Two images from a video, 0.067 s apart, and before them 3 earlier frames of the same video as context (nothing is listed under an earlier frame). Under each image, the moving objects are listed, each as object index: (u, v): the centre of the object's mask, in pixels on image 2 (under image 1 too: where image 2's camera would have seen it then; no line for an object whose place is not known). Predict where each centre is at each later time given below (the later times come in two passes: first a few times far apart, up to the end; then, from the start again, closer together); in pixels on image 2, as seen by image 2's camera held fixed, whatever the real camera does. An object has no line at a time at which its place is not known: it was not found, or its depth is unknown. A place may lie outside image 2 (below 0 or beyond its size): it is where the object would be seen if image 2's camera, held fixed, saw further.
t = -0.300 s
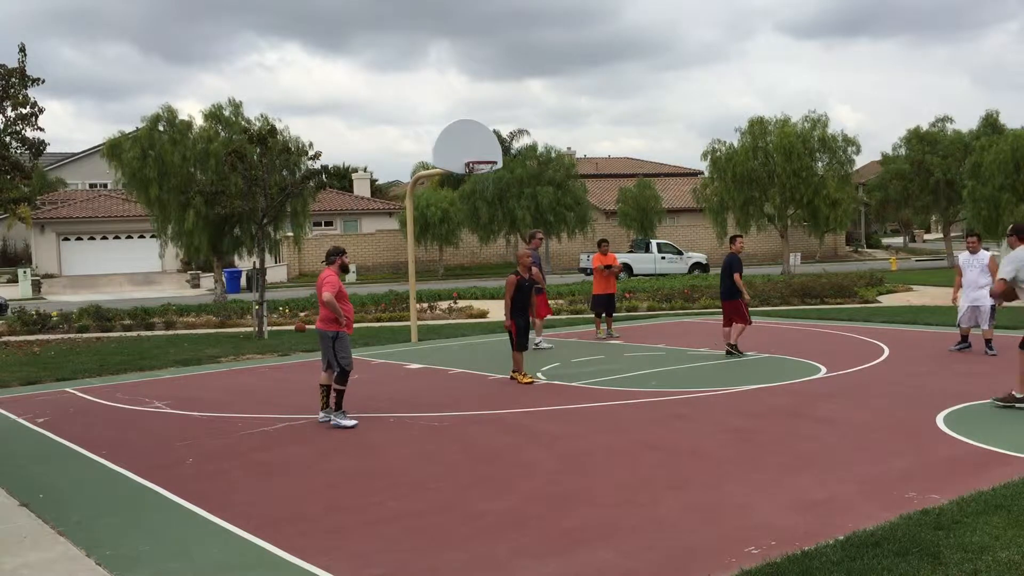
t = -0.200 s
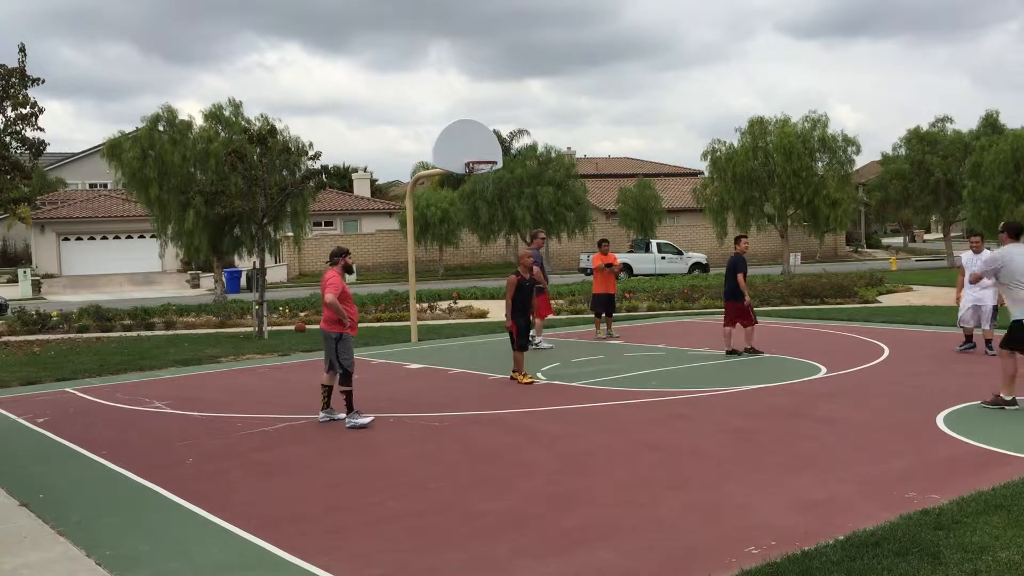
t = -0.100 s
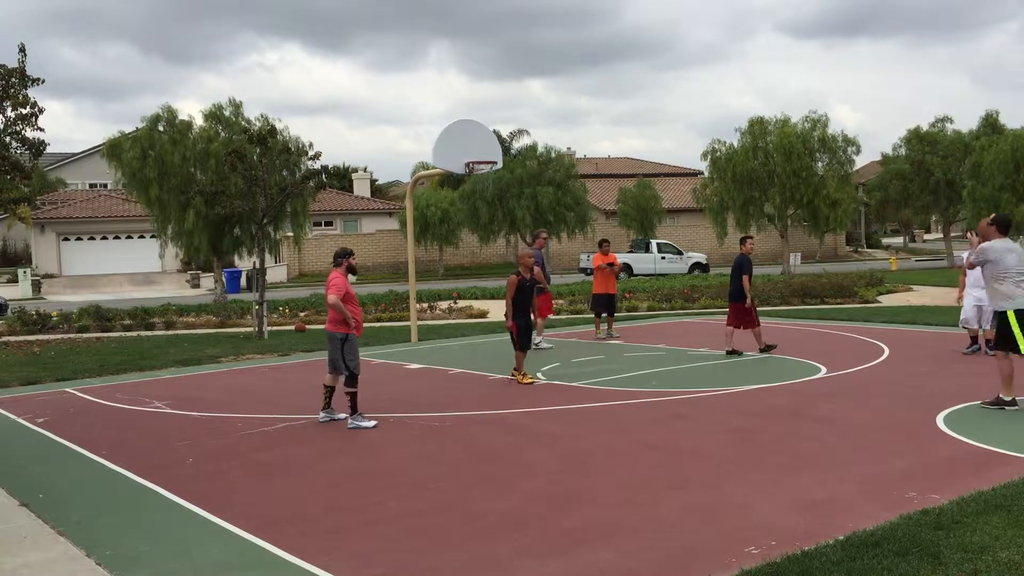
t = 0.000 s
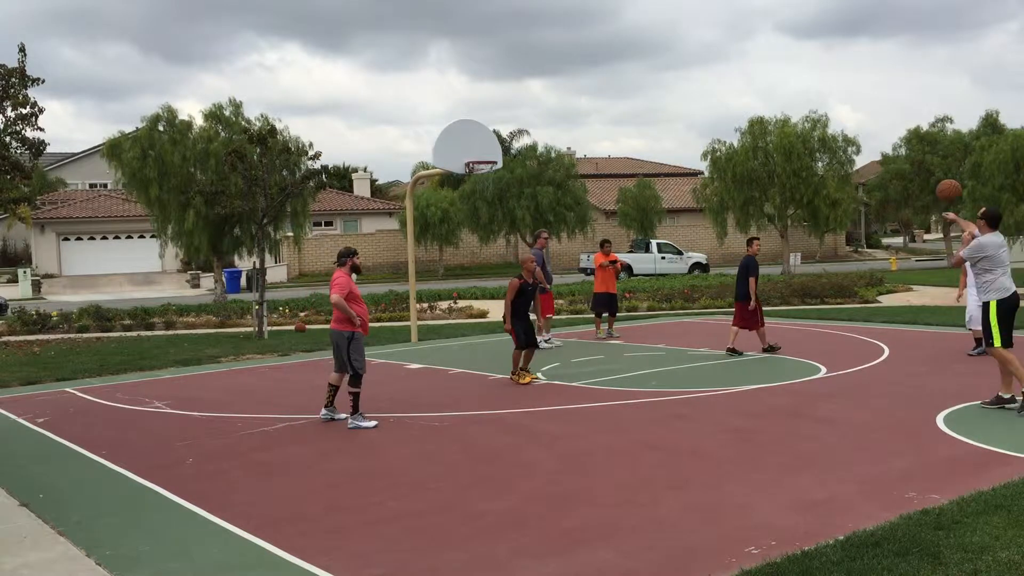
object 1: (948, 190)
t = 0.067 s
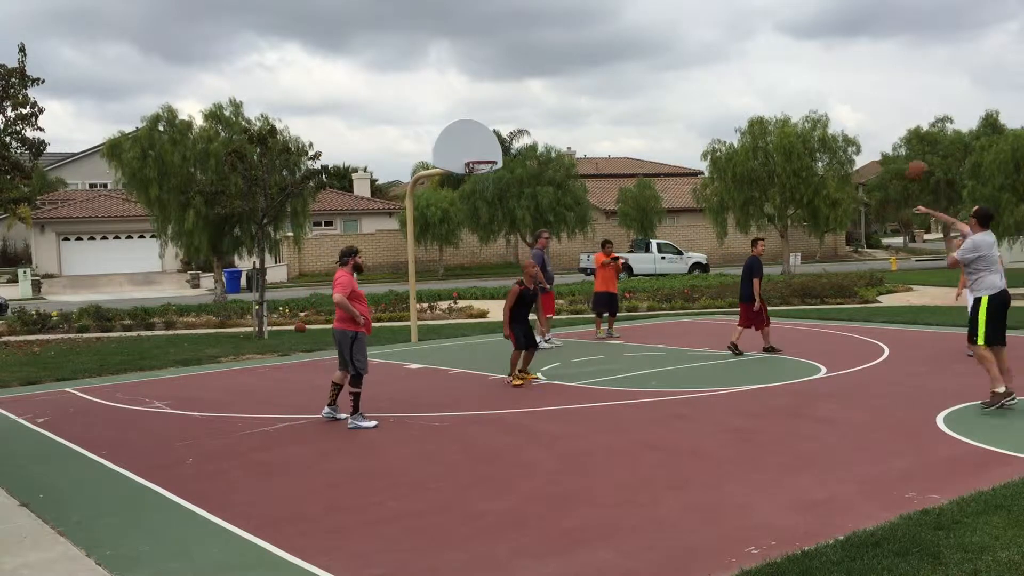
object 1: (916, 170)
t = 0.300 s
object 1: (827, 144)
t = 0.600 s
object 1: (742, 164)
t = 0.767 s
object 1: (708, 199)
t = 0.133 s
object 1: (887, 157)
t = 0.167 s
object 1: (874, 152)
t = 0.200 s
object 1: (861, 148)
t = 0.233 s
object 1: (849, 145)
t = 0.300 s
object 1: (827, 144)
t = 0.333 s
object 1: (815, 144)
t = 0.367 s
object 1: (804, 144)
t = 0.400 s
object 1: (794, 145)
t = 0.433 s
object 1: (785, 145)
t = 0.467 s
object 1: (776, 149)
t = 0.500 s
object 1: (766, 154)
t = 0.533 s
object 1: (759, 157)
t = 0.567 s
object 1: (751, 161)
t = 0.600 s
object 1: (742, 164)
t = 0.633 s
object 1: (735, 171)
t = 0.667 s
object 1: (728, 179)
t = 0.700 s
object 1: (721, 185)
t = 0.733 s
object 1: (713, 192)
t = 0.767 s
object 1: (708, 199)
